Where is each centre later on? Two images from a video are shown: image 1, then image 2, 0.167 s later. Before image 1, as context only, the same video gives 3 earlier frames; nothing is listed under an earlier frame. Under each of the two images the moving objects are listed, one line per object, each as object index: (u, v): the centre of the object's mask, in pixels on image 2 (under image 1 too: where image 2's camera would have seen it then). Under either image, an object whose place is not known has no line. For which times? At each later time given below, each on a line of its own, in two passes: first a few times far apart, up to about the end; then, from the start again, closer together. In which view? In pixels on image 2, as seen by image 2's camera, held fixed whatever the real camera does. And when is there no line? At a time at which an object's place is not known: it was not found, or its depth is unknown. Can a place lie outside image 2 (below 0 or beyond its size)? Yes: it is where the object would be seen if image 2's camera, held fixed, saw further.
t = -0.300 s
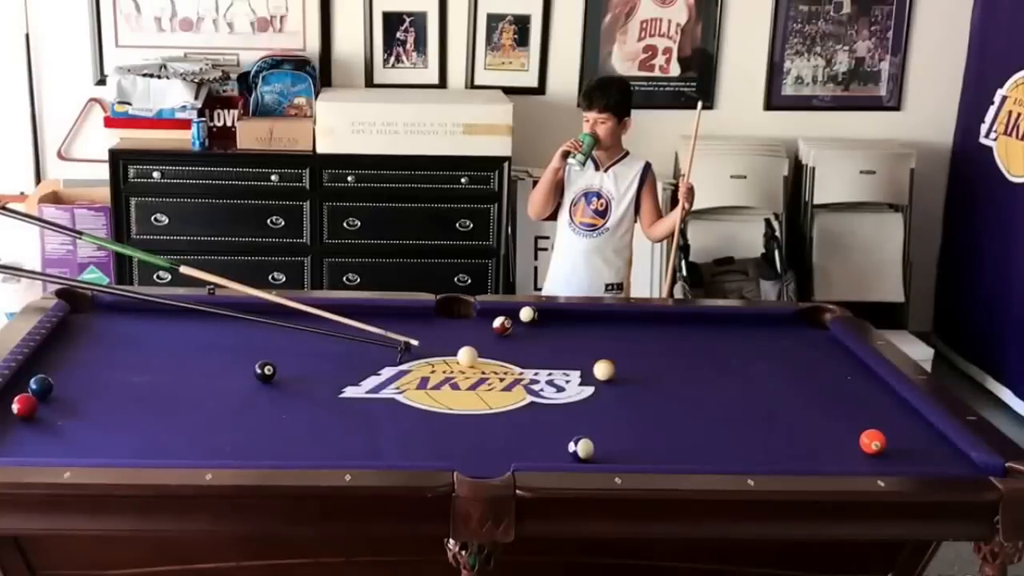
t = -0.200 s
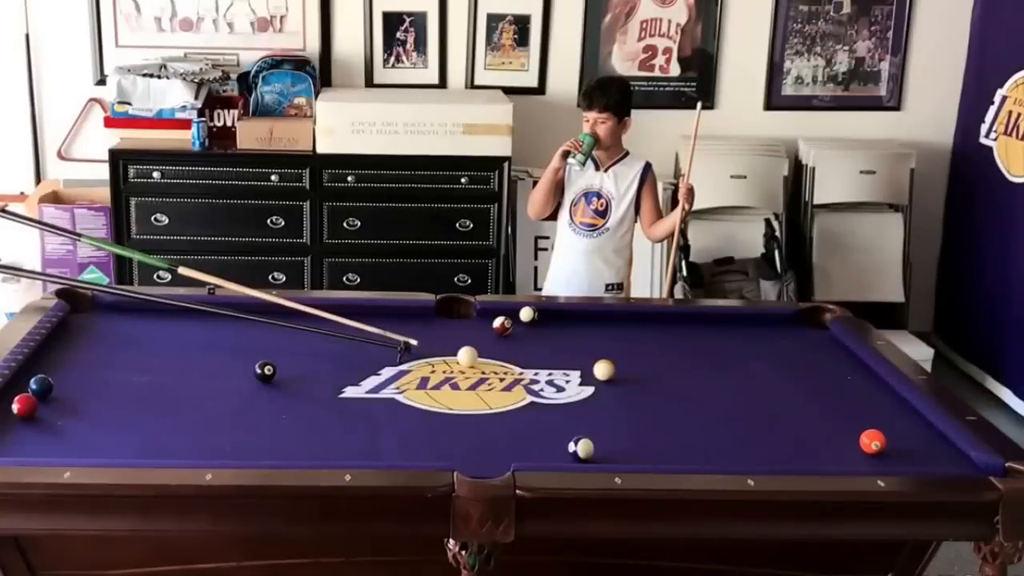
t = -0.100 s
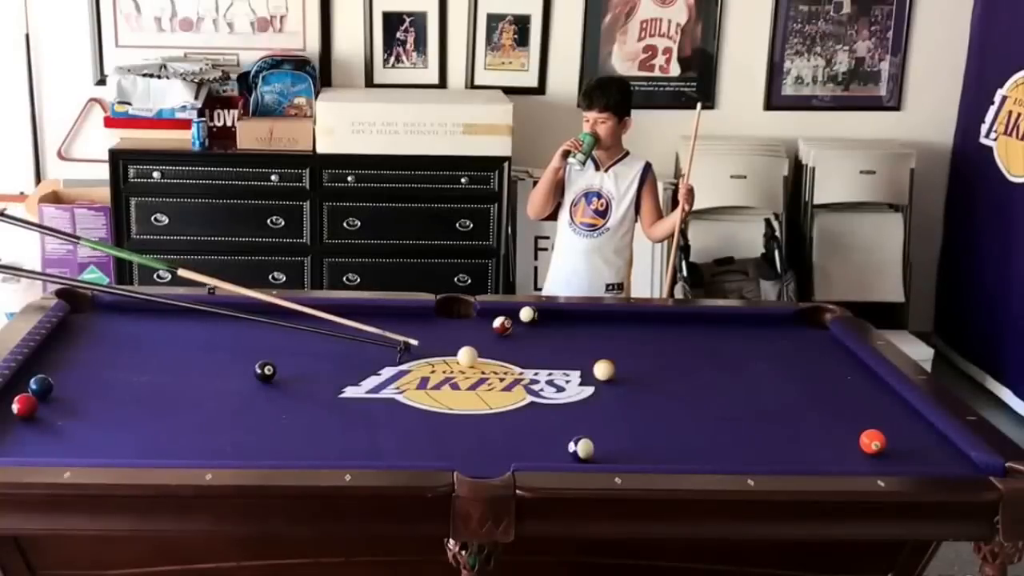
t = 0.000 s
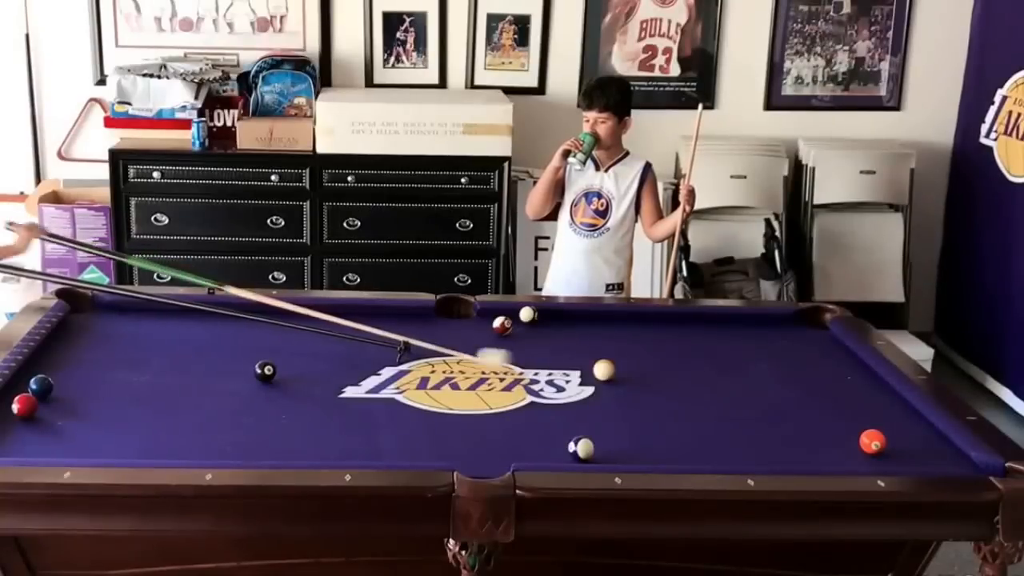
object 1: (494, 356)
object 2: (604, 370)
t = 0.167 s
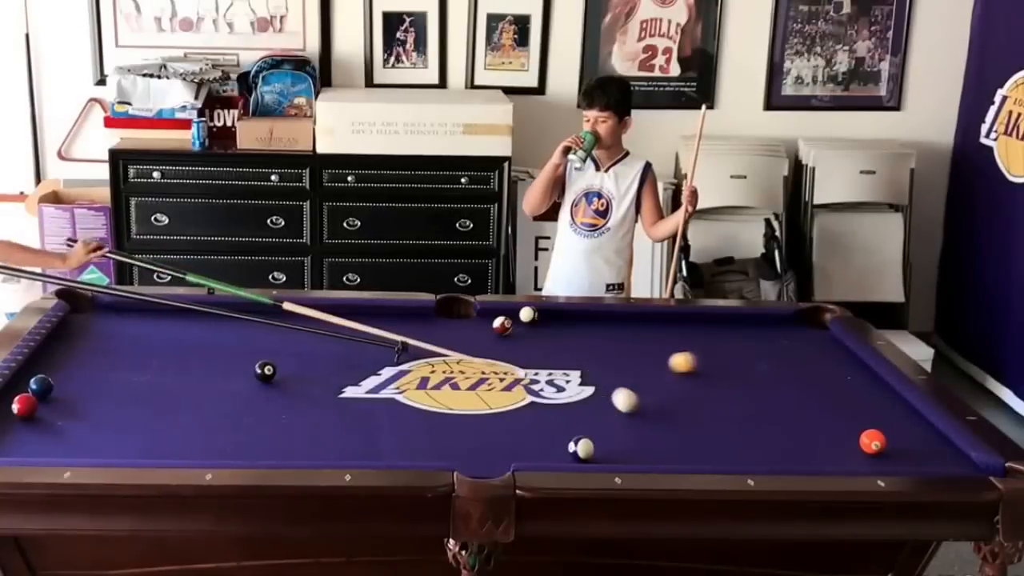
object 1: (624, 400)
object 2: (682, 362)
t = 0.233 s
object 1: (652, 419)
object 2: (729, 358)
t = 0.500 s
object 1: (727, 448)
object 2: (809, 344)
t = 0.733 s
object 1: (742, 420)
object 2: (726, 337)
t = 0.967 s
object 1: (754, 395)
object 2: (650, 330)
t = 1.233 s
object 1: (766, 371)
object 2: (570, 321)
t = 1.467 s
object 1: (776, 352)
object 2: (530, 321)
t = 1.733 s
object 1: (784, 333)
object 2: (517, 324)
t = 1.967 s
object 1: (792, 319)
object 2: (515, 325)
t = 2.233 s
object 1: (817, 327)
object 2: (513, 326)
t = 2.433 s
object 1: (813, 331)
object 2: (512, 326)
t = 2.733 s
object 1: (808, 336)
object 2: (512, 326)
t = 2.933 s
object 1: (805, 339)
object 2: (512, 326)
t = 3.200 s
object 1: (800, 344)
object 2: (512, 326)
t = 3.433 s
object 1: (796, 348)
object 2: (512, 326)
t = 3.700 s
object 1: (790, 351)
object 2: (512, 326)
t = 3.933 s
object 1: (785, 354)
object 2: (512, 326)
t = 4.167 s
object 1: (781, 356)
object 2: (512, 326)
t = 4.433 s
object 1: (776, 358)
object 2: (512, 326)
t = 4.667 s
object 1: (772, 359)
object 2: (512, 326)
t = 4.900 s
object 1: (768, 360)
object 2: (512, 326)
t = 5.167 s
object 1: (764, 361)
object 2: (512, 326)
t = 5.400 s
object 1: (761, 361)
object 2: (512, 326)
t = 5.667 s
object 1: (759, 362)
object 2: (512, 326)
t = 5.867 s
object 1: (758, 362)
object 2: (512, 326)
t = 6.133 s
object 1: (757, 361)
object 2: (512, 326)
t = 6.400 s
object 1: (757, 361)
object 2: (512, 326)
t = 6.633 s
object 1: (757, 361)
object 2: (512, 326)
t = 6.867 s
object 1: (757, 361)
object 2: (512, 326)
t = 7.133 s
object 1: (757, 361)
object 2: (512, 326)
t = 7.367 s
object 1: (757, 361)
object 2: (512, 326)
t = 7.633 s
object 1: (757, 361)
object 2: (512, 326)
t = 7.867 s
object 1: (757, 361)
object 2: (512, 326)
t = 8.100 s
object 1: (757, 361)
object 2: (512, 326)
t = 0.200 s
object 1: (638, 409)
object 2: (706, 360)
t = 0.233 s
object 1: (652, 419)
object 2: (729, 358)
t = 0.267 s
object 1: (666, 428)
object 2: (751, 355)
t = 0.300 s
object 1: (680, 437)
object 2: (771, 354)
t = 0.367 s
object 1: (707, 454)
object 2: (808, 350)
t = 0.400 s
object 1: (721, 459)
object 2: (826, 348)
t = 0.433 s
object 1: (725, 457)
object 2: (839, 346)
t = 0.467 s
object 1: (726, 452)
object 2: (823, 345)
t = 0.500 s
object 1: (727, 448)
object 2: (809, 344)
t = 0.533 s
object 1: (729, 443)
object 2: (795, 343)
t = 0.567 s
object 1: (731, 439)
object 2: (782, 342)
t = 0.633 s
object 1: (736, 431)
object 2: (760, 340)
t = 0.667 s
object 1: (738, 427)
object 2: (748, 339)
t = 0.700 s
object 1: (740, 423)
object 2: (737, 338)
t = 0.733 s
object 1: (742, 420)
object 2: (726, 337)
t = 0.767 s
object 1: (744, 416)
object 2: (715, 336)
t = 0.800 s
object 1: (745, 412)
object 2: (704, 335)
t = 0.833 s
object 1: (747, 409)
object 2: (694, 333)
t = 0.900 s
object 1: (751, 402)
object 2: (672, 331)
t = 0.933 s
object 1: (753, 398)
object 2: (661, 330)
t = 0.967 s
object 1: (754, 395)
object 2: (650, 330)
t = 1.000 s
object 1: (756, 392)
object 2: (640, 328)
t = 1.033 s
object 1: (758, 389)
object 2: (630, 328)
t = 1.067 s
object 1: (759, 386)
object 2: (619, 327)
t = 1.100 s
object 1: (761, 382)
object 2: (609, 326)
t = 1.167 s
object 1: (764, 376)
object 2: (589, 323)
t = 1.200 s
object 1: (765, 373)
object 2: (580, 322)
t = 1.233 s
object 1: (766, 371)
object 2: (570, 321)
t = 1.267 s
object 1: (768, 368)
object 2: (560, 320)
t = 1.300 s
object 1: (769, 365)
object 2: (550, 319)
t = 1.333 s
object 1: (770, 362)
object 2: (543, 319)
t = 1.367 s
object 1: (772, 360)
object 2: (540, 320)
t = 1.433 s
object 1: (774, 354)
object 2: (533, 321)
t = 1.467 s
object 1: (776, 352)
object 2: (530, 321)
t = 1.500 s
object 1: (777, 349)
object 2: (526, 322)
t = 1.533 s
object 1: (778, 347)
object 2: (523, 322)
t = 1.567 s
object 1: (779, 344)
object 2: (520, 323)
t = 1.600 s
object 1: (780, 342)
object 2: (519, 323)
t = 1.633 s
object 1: (781, 339)
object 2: (518, 323)
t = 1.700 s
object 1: (783, 335)
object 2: (517, 324)
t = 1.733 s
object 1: (784, 333)
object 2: (517, 324)
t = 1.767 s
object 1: (785, 330)
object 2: (516, 324)
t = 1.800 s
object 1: (786, 328)
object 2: (516, 324)
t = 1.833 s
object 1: (787, 326)
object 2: (516, 325)
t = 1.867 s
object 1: (788, 324)
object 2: (516, 325)
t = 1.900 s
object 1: (789, 322)
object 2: (515, 325)
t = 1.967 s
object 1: (792, 319)
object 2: (515, 325)
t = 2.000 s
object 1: (796, 320)
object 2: (515, 326)
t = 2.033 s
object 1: (799, 321)
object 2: (514, 326)
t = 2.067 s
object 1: (803, 322)
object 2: (514, 326)
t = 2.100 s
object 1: (806, 323)
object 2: (514, 326)
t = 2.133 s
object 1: (810, 324)
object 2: (514, 326)
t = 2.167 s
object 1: (814, 325)
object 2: (513, 326)
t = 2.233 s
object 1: (817, 327)
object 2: (513, 326)
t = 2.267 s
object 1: (816, 328)
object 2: (512, 326)
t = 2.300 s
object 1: (816, 328)
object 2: (512, 326)
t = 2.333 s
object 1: (815, 329)
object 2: (512, 326)
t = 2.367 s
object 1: (815, 329)
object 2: (512, 326)
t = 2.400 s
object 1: (814, 330)
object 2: (512, 326)
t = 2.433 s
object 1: (813, 331)
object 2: (512, 326)
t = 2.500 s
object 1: (812, 332)
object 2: (512, 326)
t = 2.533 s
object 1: (812, 333)
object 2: (512, 326)
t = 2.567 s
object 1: (811, 333)
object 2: (512, 326)
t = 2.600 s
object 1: (811, 334)
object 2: (512, 326)
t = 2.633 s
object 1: (810, 334)
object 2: (512, 326)
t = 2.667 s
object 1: (809, 335)
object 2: (512, 326)
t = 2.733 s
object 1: (808, 336)
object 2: (512, 326)
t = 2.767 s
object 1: (807, 337)
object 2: (512, 326)
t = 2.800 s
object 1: (807, 337)
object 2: (512, 326)
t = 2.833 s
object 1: (807, 338)
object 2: (512, 326)
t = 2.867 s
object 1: (806, 338)
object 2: (512, 326)
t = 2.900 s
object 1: (805, 339)
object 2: (512, 326)
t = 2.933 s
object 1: (805, 339)
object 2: (512, 326)
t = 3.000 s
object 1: (804, 341)
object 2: (512, 326)
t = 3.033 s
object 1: (803, 341)
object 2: (512, 326)
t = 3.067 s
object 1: (802, 342)
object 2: (512, 326)
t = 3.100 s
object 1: (802, 343)
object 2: (512, 326)
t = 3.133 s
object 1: (801, 343)
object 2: (512, 326)
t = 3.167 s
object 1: (801, 344)
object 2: (512, 326)
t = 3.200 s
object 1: (800, 344)
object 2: (512, 326)
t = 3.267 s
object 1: (799, 345)
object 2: (512, 326)
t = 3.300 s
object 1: (798, 346)
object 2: (512, 326)
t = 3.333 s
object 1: (798, 346)
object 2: (512, 326)
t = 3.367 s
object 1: (797, 347)
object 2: (512, 326)
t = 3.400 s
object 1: (796, 347)
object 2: (512, 326)
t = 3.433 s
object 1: (796, 348)
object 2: (512, 326)
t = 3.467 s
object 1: (795, 348)
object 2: (512, 326)
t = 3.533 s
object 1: (794, 349)
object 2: (512, 326)
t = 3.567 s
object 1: (793, 349)
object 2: (512, 326)
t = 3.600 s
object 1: (792, 350)
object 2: (512, 326)
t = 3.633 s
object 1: (791, 350)
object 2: (512, 326)
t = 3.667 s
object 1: (791, 351)
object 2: (512, 326)
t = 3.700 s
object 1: (790, 351)
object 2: (512, 326)
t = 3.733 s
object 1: (790, 351)
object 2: (511, 326)
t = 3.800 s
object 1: (788, 352)
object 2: (511, 326)
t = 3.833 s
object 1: (787, 353)
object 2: (512, 326)
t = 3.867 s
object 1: (787, 353)
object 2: (512, 326)
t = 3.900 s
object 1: (786, 353)
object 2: (512, 326)
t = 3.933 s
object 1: (785, 354)
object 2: (512, 326)
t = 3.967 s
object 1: (785, 354)
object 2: (512, 326)
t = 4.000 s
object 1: (784, 354)
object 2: (512, 326)
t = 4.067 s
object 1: (783, 355)
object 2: (512, 326)
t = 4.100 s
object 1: (782, 355)
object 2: (512, 326)
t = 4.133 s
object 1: (781, 355)
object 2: (512, 326)
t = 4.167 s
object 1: (781, 356)
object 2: (512, 326)
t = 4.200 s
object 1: (780, 356)
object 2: (512, 326)
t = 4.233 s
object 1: (780, 356)
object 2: (512, 326)
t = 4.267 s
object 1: (779, 357)
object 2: (512, 326)
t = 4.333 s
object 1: (778, 357)
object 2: (512, 326)
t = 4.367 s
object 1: (777, 357)
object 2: (512, 326)
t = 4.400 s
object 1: (777, 358)
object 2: (512, 326)
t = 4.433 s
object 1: (776, 358)
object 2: (512, 326)
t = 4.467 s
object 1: (775, 358)
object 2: (512, 326)
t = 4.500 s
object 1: (775, 358)
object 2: (512, 326)
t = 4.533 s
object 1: (774, 359)
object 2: (512, 326)
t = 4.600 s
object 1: (773, 359)
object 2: (512, 326)
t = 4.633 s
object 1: (773, 359)
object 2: (512, 326)
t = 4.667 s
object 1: (772, 359)
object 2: (512, 326)
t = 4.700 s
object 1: (771, 359)
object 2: (512, 326)
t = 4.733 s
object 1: (771, 359)
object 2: (512, 326)
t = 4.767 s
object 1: (770, 359)
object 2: (512, 326)
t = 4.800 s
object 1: (770, 360)
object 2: (512, 326)
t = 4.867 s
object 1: (768, 360)
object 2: (512, 326)
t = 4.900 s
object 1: (768, 360)
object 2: (512, 326)
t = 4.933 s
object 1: (767, 360)
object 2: (512, 326)
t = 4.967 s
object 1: (767, 360)
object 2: (512, 326)
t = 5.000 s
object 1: (766, 360)
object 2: (512, 326)
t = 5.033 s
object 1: (766, 360)
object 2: (512, 326)
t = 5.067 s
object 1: (765, 361)
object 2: (512, 326)
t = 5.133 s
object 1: (764, 361)
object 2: (512, 326)
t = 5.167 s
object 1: (764, 361)
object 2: (512, 326)
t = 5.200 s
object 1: (763, 361)
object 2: (512, 326)
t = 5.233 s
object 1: (763, 361)
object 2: (512, 326)
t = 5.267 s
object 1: (762, 361)
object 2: (512, 326)
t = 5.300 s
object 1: (762, 361)
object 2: (512, 326)
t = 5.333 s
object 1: (761, 361)
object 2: (512, 326)
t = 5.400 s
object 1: (761, 361)
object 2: (512, 326)
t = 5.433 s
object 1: (761, 361)
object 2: (512, 326)
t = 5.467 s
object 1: (761, 361)
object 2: (512, 326)
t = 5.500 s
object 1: (761, 361)
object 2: (512, 326)
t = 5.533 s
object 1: (760, 361)
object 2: (512, 326)
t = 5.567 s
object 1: (760, 361)
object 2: (512, 326)
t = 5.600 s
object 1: (760, 361)
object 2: (512, 326)
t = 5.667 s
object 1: (759, 362)
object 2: (512, 326)
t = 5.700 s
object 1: (759, 362)
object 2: (512, 326)
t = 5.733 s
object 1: (759, 362)
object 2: (512, 326)
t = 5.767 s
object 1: (758, 362)
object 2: (512, 326)
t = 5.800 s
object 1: (758, 362)
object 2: (512, 326)
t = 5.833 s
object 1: (758, 362)
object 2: (512, 326)
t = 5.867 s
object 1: (758, 362)
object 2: (512, 326)
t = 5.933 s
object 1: (757, 361)
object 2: (512, 326)
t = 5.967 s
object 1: (757, 362)
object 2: (512, 326)
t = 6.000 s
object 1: (757, 362)
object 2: (512, 326)
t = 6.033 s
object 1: (757, 361)
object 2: (512, 326)
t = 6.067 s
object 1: (757, 361)
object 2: (512, 326)
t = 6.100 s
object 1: (757, 361)
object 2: (512, 326)
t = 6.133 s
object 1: (757, 361)
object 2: (512, 326)
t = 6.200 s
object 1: (757, 361)
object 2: (512, 326)
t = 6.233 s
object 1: (757, 361)
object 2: (512, 326)
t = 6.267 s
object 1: (757, 361)
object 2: (512, 326)
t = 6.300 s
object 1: (757, 361)
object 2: (512, 326)
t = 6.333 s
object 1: (757, 361)
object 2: (512, 326)
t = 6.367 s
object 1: (757, 361)
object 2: (512, 326)
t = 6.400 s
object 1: (757, 361)
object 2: (512, 326)
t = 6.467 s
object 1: (757, 361)
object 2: (512, 326)
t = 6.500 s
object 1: (757, 361)
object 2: (512, 326)
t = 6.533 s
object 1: (757, 361)
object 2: (512, 326)
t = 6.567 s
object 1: (757, 361)
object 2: (512, 326)
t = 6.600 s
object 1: (757, 361)
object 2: (512, 326)
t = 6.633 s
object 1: (757, 361)
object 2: (512, 326)
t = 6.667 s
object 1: (757, 361)
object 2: (512, 326)
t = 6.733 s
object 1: (757, 361)
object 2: (512, 326)
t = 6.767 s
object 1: (757, 361)
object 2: (512, 326)
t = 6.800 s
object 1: (757, 361)
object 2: (512, 326)
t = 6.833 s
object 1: (757, 361)
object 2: (512, 326)
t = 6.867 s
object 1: (757, 361)
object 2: (512, 326)
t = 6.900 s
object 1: (757, 361)
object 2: (512, 326)
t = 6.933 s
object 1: (757, 361)
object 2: (512, 326)
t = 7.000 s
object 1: (757, 361)
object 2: (512, 326)
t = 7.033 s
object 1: (757, 361)
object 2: (512, 326)
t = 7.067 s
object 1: (757, 361)
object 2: (512, 326)
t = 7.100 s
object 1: (757, 361)
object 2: (512, 326)
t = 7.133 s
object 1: (757, 361)
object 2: (512, 326)
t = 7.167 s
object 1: (757, 361)
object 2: (512, 326)
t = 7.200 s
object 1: (757, 361)
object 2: (512, 326)
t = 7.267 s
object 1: (757, 361)
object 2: (512, 326)
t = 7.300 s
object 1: (757, 361)
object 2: (512, 326)
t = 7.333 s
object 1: (757, 361)
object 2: (512, 326)
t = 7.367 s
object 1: (757, 361)
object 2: (512, 326)
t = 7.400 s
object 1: (757, 361)
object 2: (512, 326)
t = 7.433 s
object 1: (757, 361)
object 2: (512, 326)
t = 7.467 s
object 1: (757, 361)
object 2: (512, 326)
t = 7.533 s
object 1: (757, 361)
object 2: (512, 326)
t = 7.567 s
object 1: (757, 361)
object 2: (512, 326)
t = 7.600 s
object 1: (757, 361)
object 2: (512, 326)
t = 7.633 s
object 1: (757, 361)
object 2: (512, 326)
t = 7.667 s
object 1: (757, 361)
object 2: (512, 326)
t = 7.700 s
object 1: (757, 361)
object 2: (512, 326)
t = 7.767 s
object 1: (757, 361)
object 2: (512, 326)
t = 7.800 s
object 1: (757, 361)
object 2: (512, 326)
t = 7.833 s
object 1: (757, 361)
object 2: (512, 326)
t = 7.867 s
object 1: (757, 361)
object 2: (512, 326)
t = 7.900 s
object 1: (757, 361)
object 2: (512, 326)
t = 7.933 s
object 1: (757, 361)
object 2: (512, 326)
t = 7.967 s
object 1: (757, 361)
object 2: (512, 326)
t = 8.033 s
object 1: (757, 361)
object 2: (512, 326)
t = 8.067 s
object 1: (757, 361)
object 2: (512, 326)
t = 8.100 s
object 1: (757, 361)
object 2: (512, 326)
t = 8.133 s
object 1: (757, 361)
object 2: (512, 326)
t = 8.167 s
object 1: (757, 361)
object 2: (512, 326)
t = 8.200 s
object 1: (757, 361)
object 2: (512, 326)
